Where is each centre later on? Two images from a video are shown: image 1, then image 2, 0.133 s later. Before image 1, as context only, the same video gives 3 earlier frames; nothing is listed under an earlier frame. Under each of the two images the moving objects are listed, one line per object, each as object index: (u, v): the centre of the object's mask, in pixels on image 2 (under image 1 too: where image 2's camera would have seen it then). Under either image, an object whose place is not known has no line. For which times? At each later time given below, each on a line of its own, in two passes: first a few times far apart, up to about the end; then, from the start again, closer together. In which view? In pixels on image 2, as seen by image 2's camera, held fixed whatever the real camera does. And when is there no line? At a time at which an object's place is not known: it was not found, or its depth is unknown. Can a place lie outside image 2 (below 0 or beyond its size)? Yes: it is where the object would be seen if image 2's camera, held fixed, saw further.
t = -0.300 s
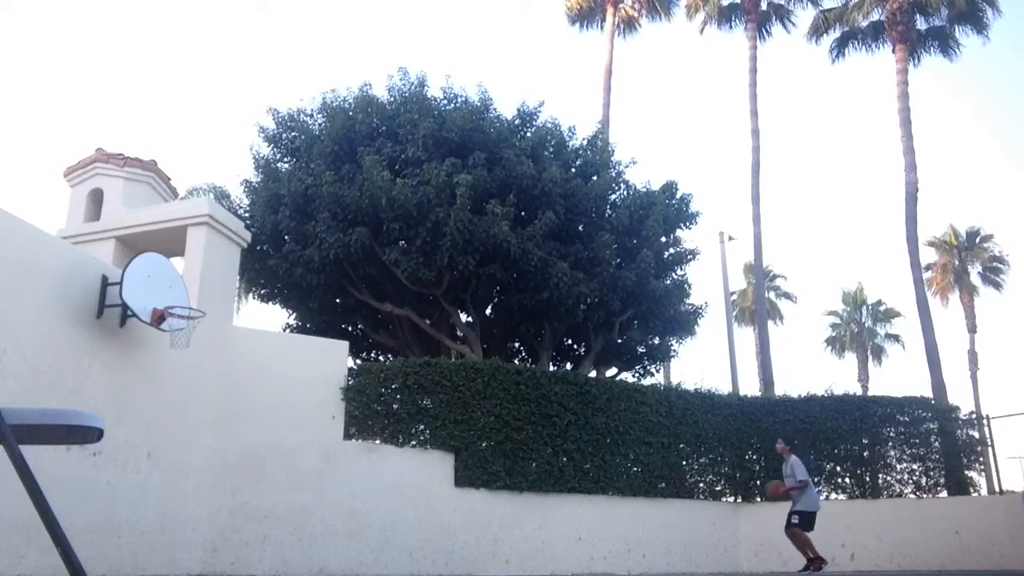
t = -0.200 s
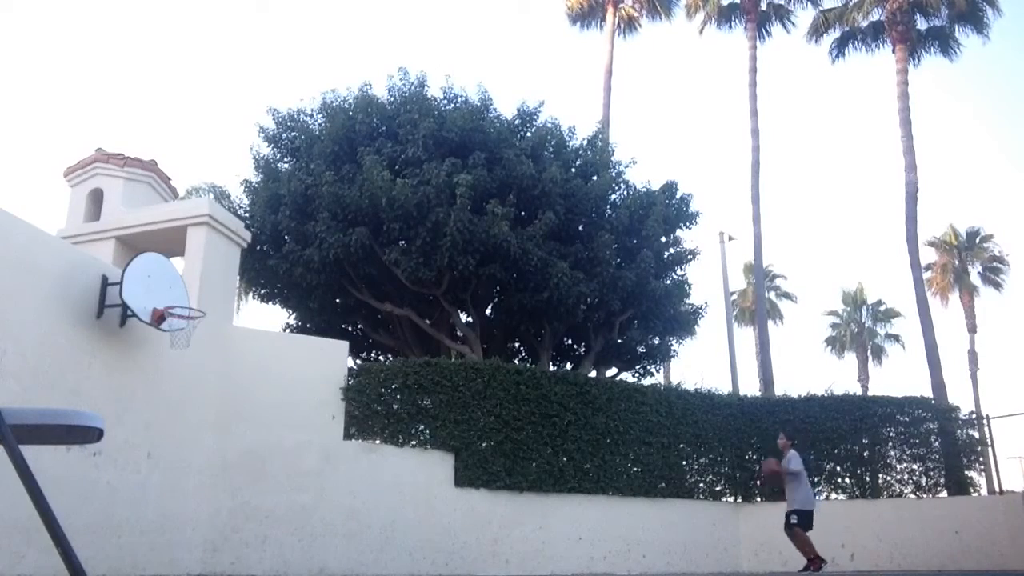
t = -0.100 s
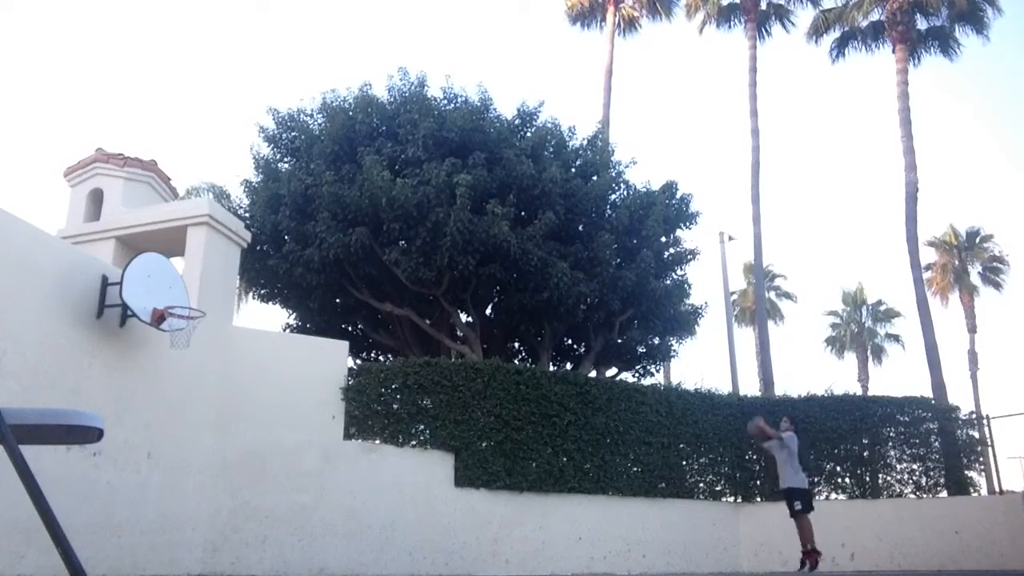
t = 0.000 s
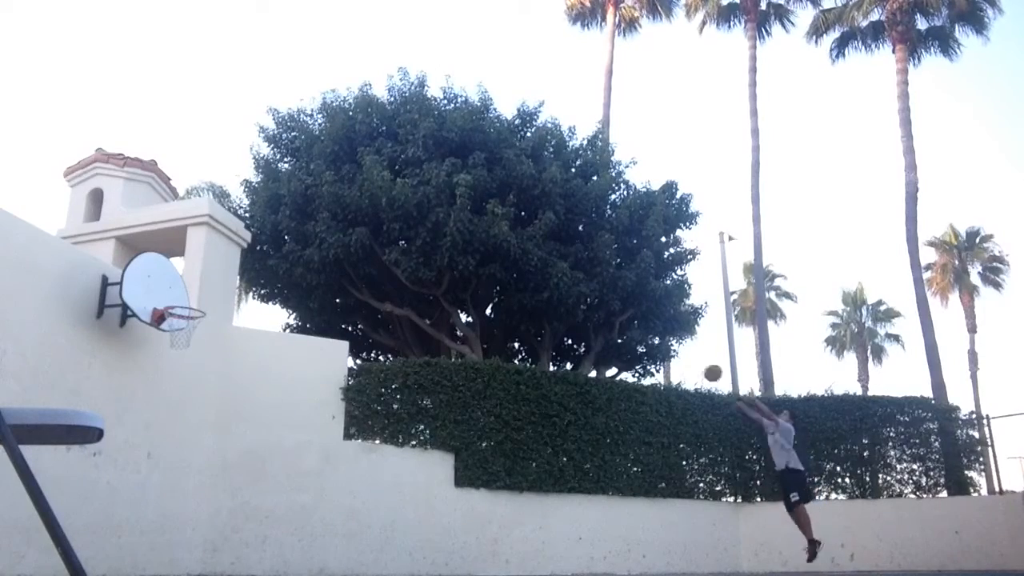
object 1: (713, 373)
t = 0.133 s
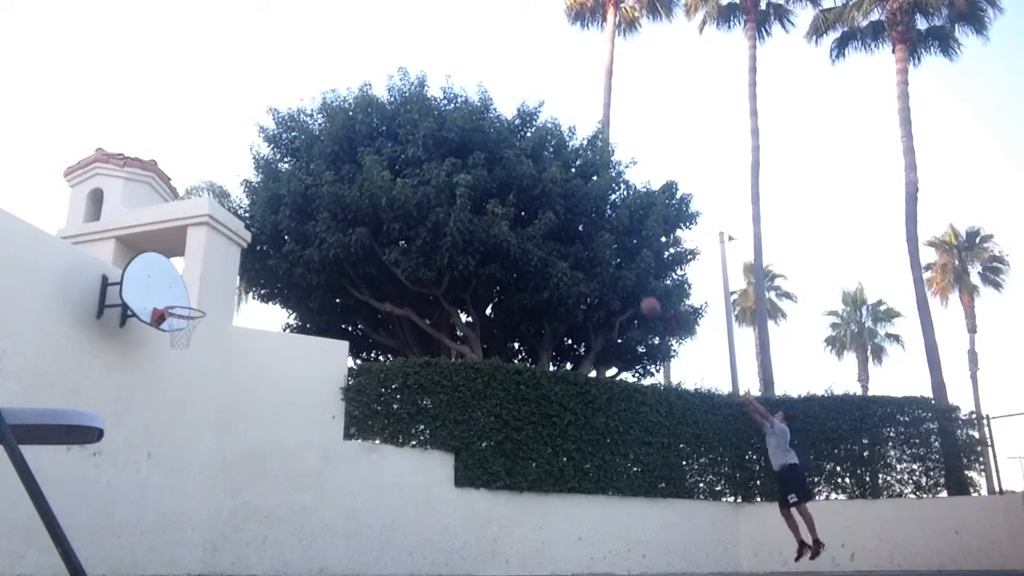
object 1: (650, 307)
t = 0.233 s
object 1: (606, 269)
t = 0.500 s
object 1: (495, 208)
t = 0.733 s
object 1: (400, 197)
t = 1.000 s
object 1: (291, 234)
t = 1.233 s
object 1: (194, 301)
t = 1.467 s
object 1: (173, 292)
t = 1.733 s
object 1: (218, 318)
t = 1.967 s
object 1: (256, 391)
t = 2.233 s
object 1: (298, 544)
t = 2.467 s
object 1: (331, 450)
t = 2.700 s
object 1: (360, 374)
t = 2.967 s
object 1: (392, 353)
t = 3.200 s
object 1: (417, 387)
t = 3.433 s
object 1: (444, 480)
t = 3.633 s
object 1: (470, 528)
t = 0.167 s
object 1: (636, 294)
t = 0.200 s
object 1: (620, 280)
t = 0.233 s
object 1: (606, 269)
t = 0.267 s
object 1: (592, 257)
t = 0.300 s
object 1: (578, 248)
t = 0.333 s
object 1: (563, 239)
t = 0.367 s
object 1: (549, 231)
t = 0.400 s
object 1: (536, 223)
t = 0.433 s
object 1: (522, 218)
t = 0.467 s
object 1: (508, 213)
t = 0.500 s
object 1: (495, 208)
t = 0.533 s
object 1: (481, 204)
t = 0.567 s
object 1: (469, 201)
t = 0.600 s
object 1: (454, 198)
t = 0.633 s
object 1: (440, 197)
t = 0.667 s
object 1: (427, 196)
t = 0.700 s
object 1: (413, 196)
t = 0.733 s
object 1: (400, 197)
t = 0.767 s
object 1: (387, 199)
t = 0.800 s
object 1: (374, 202)
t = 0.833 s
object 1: (360, 206)
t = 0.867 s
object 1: (346, 209)
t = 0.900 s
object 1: (332, 214)
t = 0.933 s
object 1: (319, 220)
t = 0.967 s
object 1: (305, 228)
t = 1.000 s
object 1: (291, 234)
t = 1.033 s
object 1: (277, 243)
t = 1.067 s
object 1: (263, 252)
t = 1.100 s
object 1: (249, 261)
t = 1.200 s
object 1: (204, 297)
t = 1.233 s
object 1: (194, 301)
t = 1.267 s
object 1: (185, 298)
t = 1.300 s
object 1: (176, 297)
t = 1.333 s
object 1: (167, 296)
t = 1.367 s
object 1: (157, 297)
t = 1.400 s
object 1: (161, 295)
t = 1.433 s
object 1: (167, 293)
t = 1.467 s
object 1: (173, 292)
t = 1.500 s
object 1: (178, 293)
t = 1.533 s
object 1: (184, 294)
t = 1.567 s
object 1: (190, 296)
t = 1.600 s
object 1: (196, 298)
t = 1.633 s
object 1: (202, 302)
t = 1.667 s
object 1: (207, 306)
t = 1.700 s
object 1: (213, 311)
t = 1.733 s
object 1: (218, 318)
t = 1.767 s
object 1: (224, 325)
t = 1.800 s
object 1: (229, 334)
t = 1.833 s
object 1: (235, 343)
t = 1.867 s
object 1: (240, 353)
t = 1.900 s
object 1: (245, 365)
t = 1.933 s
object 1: (250, 377)
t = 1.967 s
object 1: (256, 391)
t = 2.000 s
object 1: (261, 405)
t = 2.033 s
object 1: (266, 421)
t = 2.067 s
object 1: (272, 438)
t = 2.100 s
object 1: (277, 457)
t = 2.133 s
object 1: (282, 477)
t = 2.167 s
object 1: (288, 498)
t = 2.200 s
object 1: (293, 520)
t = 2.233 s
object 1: (298, 544)
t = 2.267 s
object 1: (303, 563)
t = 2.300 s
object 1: (308, 541)
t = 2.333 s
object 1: (313, 520)
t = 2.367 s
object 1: (318, 501)
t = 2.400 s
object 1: (322, 483)
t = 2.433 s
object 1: (327, 465)
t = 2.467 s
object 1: (331, 450)
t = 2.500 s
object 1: (335, 435)
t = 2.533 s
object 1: (339, 422)
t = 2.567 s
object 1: (345, 411)
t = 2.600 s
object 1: (348, 399)
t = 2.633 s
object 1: (352, 389)
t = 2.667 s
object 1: (356, 380)
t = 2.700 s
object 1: (360, 374)
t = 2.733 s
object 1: (364, 367)
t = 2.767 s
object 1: (368, 361)
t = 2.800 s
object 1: (373, 359)
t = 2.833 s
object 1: (376, 355)
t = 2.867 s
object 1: (380, 352)
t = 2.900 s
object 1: (384, 351)
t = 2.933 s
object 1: (387, 352)
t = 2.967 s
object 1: (392, 353)
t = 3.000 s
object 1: (395, 354)
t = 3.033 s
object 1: (397, 356)
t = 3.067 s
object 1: (402, 359)
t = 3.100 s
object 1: (406, 365)
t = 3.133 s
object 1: (410, 372)
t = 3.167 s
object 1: (414, 379)
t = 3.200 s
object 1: (417, 387)
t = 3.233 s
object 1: (421, 397)
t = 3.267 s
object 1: (425, 407)
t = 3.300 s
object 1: (429, 420)
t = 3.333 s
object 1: (434, 433)
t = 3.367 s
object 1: (436, 447)
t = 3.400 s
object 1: (441, 463)
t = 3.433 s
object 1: (444, 480)
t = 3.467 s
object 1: (448, 499)
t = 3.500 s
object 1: (452, 518)
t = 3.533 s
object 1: (455, 539)
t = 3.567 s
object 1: (459, 562)
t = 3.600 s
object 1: (465, 547)
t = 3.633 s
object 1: (470, 528)
